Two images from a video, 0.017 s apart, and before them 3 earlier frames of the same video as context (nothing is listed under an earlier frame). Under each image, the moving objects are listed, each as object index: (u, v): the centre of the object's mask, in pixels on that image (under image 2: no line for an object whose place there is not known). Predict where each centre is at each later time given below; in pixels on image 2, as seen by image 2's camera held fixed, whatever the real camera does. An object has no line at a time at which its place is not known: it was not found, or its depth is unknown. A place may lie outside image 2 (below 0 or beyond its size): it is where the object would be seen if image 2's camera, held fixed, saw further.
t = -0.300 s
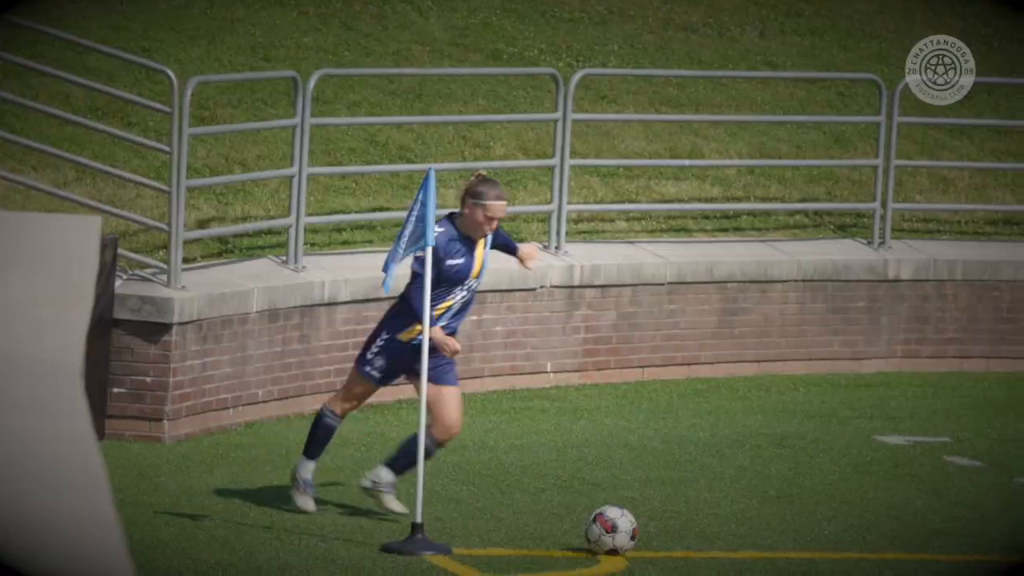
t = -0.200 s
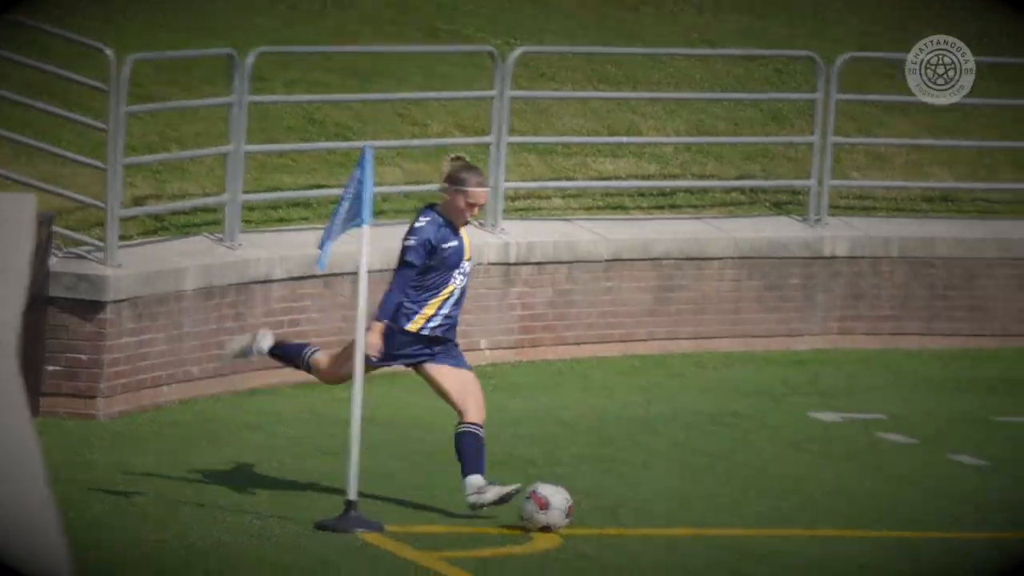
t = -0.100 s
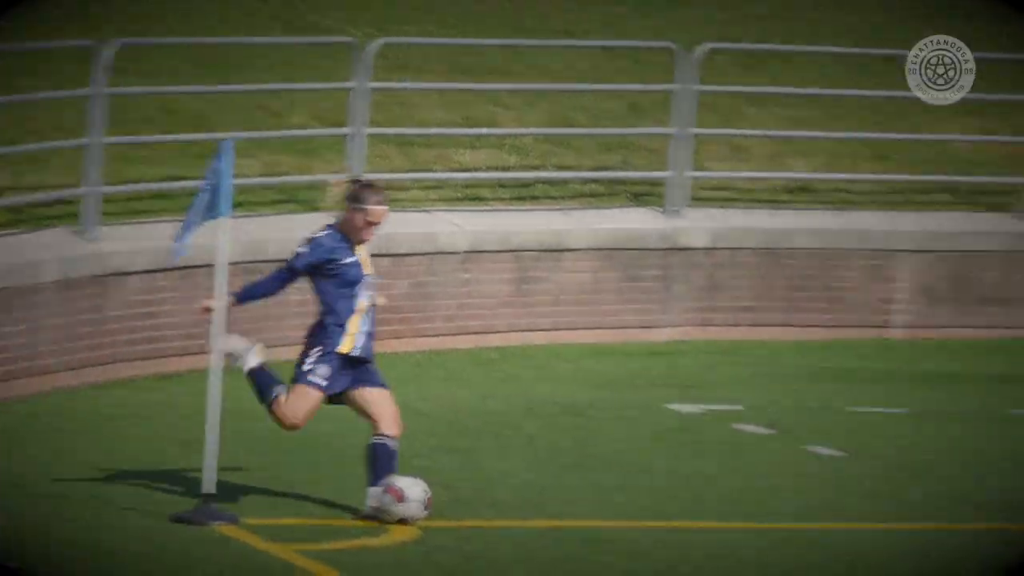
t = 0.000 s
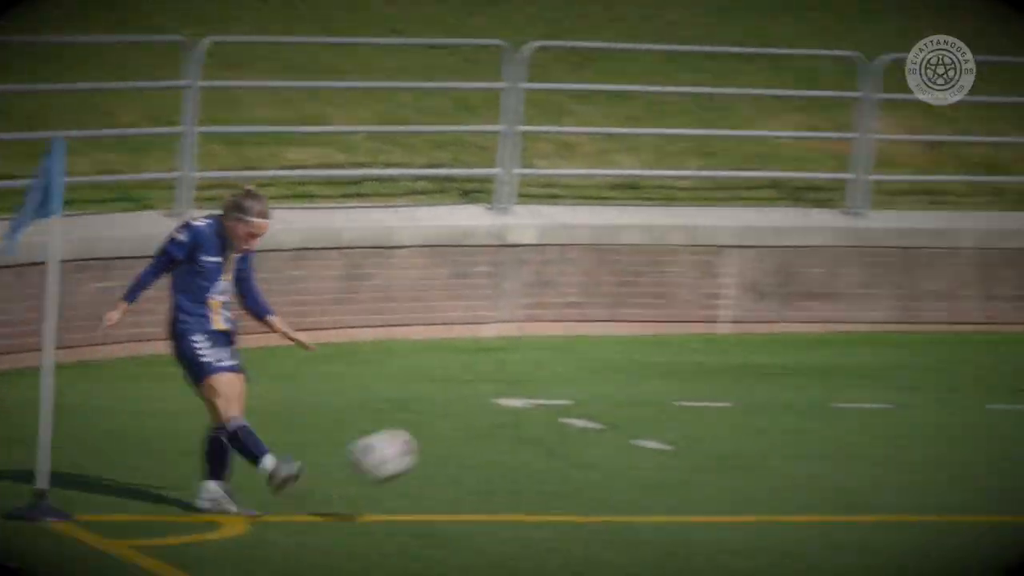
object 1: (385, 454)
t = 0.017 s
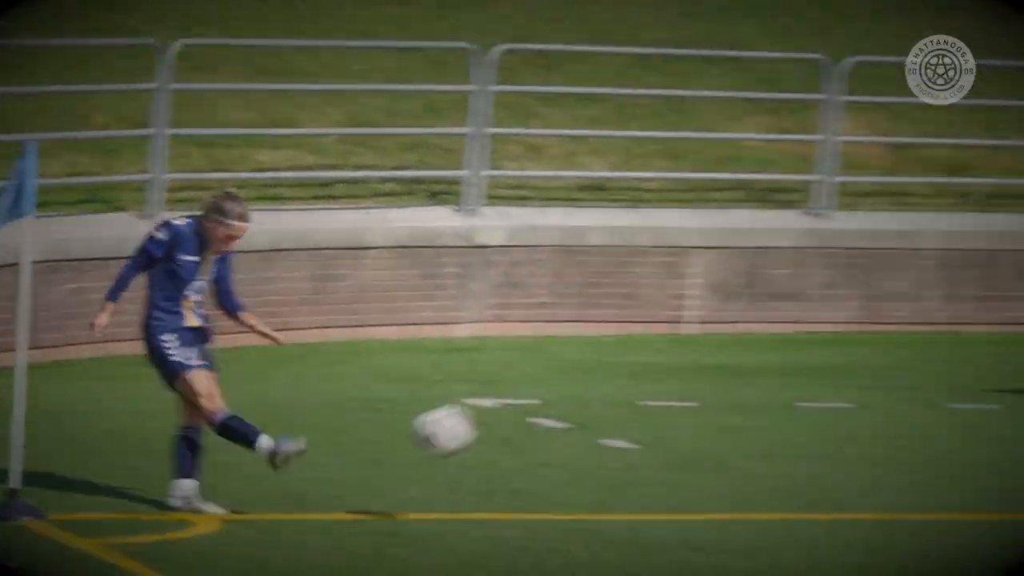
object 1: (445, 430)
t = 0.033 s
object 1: (537, 406)
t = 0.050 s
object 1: (628, 386)
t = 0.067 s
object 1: (718, 365)
